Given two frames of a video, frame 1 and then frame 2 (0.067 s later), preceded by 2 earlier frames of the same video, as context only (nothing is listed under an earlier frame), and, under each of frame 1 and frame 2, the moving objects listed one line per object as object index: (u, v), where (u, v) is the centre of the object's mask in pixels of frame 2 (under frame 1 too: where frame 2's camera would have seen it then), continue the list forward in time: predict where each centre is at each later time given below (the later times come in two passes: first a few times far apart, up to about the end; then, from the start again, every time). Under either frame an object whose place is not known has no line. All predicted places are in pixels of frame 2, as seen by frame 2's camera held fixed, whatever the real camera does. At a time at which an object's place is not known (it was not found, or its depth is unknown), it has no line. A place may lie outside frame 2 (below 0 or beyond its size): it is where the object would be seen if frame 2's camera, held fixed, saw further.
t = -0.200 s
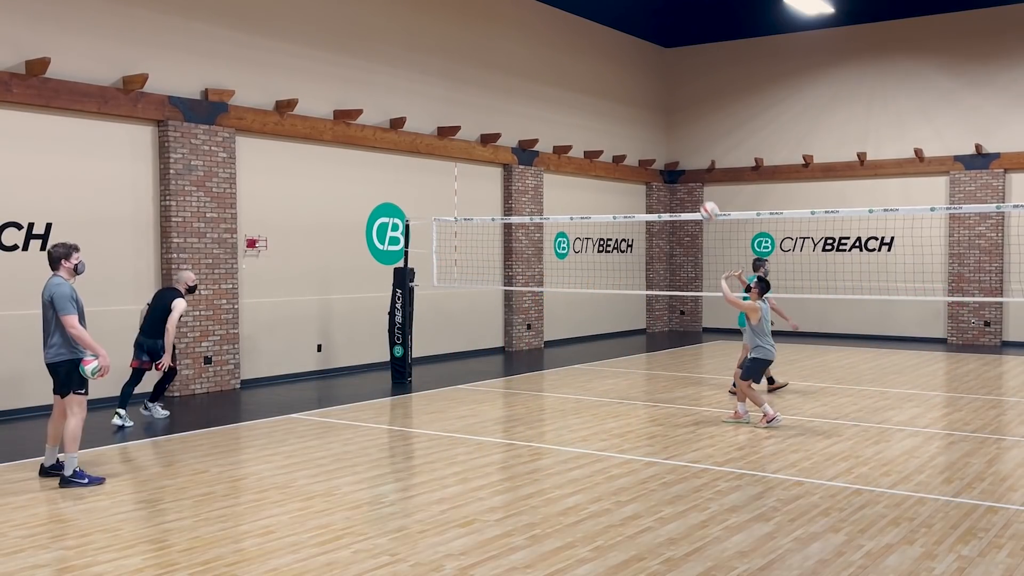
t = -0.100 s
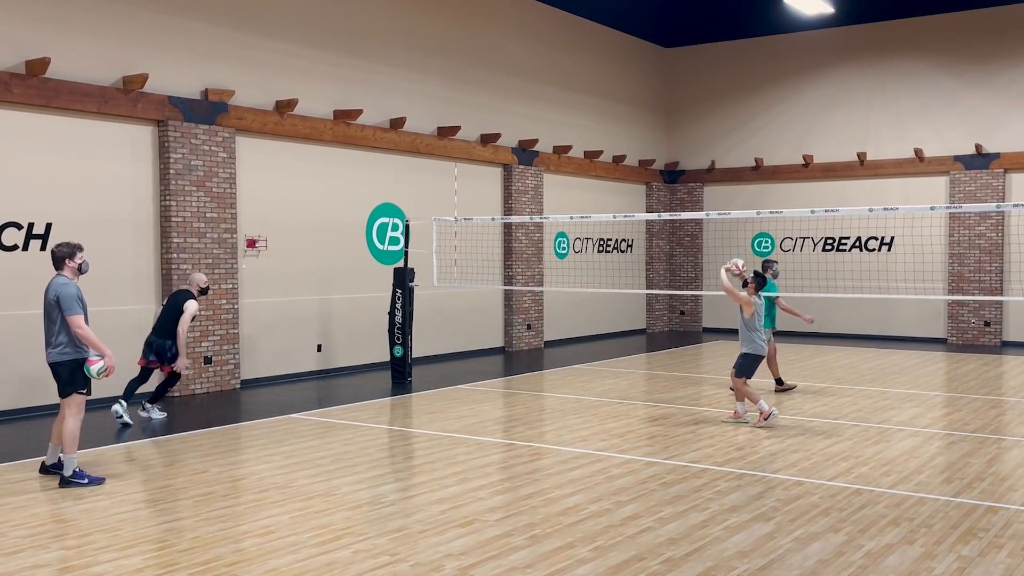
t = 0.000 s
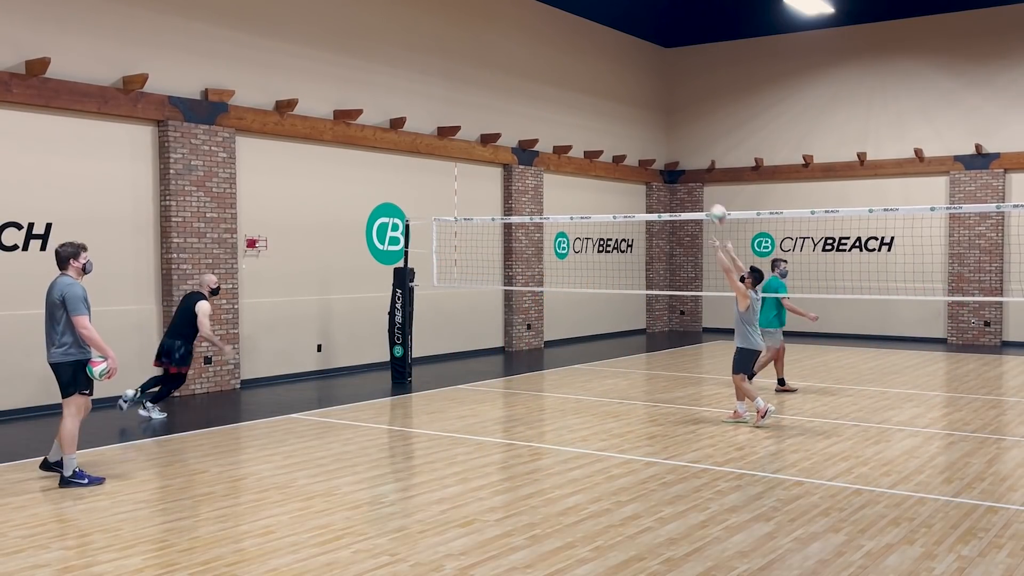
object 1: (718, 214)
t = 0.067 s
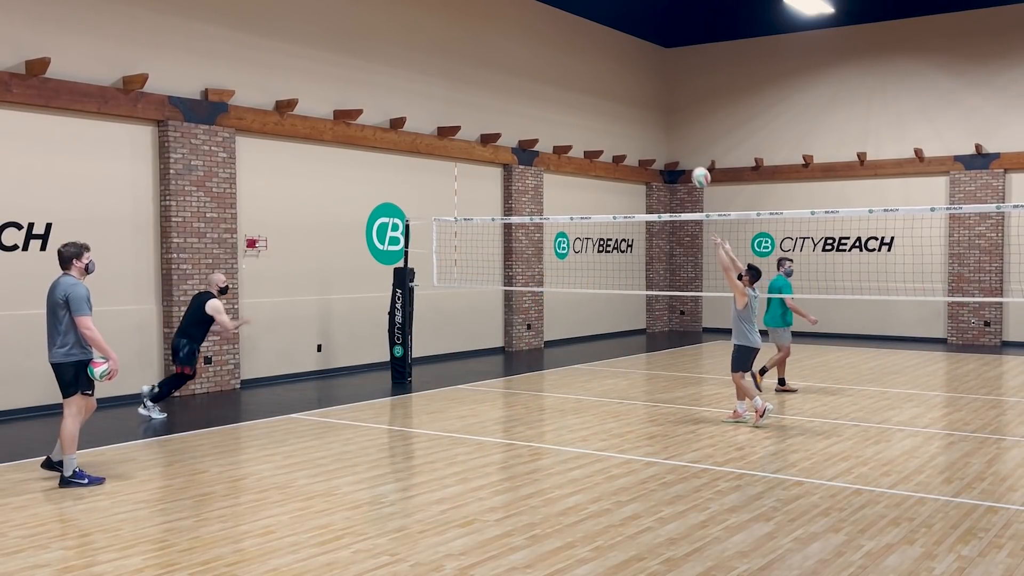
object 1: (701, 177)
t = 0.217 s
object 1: (663, 109)
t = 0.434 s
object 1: (612, 48)
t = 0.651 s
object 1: (566, 30)
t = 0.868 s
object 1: (523, 50)
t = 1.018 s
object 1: (496, 84)
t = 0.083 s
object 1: (697, 168)
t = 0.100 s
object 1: (692, 160)
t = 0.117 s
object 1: (688, 152)
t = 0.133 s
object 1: (684, 143)
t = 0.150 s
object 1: (680, 136)
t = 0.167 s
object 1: (675, 129)
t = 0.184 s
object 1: (671, 122)
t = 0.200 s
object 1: (667, 115)
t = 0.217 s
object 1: (663, 109)
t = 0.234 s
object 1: (659, 102)
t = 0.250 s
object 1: (655, 97)
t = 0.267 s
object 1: (651, 91)
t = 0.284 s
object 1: (647, 86)
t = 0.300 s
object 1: (643, 80)
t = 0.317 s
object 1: (639, 75)
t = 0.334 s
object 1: (635, 71)
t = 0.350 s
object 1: (631, 66)
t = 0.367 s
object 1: (627, 62)
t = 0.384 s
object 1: (624, 58)
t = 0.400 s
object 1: (620, 55)
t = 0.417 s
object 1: (616, 51)
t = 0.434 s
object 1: (612, 48)
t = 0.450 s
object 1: (609, 45)
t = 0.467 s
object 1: (605, 42)
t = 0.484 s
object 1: (601, 40)
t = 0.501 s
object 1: (597, 38)
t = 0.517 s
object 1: (594, 36)
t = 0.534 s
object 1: (590, 35)
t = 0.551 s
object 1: (587, 33)
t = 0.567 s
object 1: (583, 32)
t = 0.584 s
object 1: (580, 31)
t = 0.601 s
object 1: (576, 30)
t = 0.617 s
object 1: (573, 30)
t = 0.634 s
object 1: (569, 30)
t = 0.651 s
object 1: (566, 30)
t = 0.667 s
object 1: (563, 30)
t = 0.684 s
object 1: (559, 30)
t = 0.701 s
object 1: (556, 31)
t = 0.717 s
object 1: (552, 32)
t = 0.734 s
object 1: (549, 33)
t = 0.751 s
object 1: (545, 34)
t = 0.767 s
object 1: (542, 36)
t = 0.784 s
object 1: (539, 38)
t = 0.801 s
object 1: (536, 40)
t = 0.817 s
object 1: (532, 42)
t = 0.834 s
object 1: (529, 44)
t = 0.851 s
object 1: (526, 47)
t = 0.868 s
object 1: (523, 50)
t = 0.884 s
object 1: (520, 53)
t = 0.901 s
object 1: (516, 56)
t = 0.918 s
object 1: (513, 59)
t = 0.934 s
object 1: (510, 63)
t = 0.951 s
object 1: (507, 67)
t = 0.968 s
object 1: (504, 71)
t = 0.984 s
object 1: (501, 75)
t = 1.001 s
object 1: (498, 79)
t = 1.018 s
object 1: (496, 84)
